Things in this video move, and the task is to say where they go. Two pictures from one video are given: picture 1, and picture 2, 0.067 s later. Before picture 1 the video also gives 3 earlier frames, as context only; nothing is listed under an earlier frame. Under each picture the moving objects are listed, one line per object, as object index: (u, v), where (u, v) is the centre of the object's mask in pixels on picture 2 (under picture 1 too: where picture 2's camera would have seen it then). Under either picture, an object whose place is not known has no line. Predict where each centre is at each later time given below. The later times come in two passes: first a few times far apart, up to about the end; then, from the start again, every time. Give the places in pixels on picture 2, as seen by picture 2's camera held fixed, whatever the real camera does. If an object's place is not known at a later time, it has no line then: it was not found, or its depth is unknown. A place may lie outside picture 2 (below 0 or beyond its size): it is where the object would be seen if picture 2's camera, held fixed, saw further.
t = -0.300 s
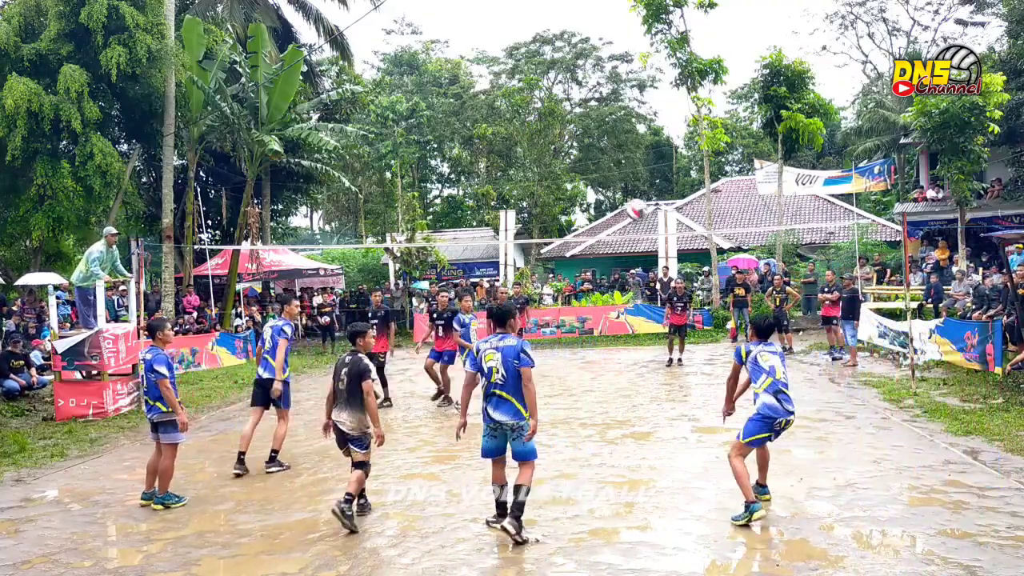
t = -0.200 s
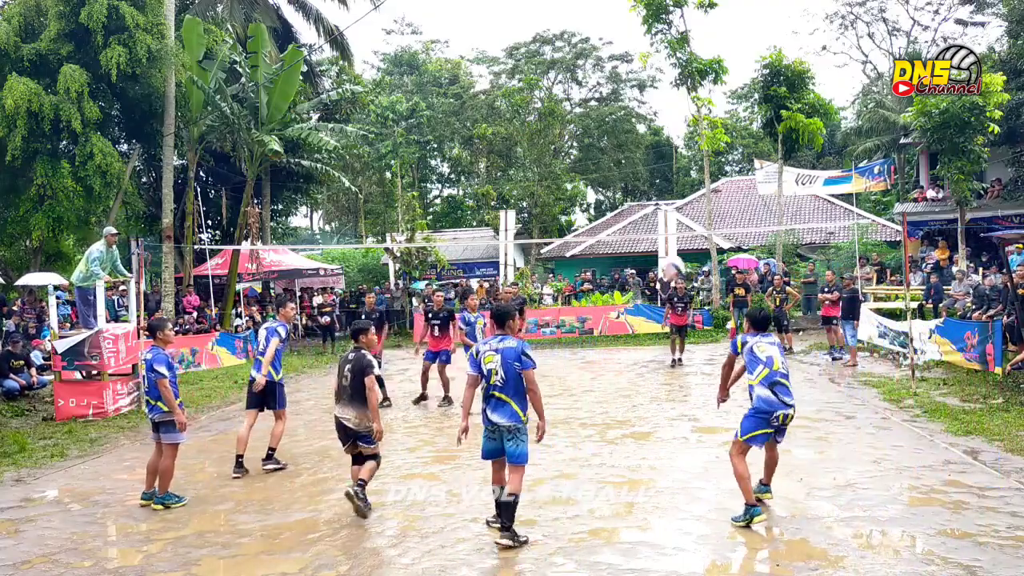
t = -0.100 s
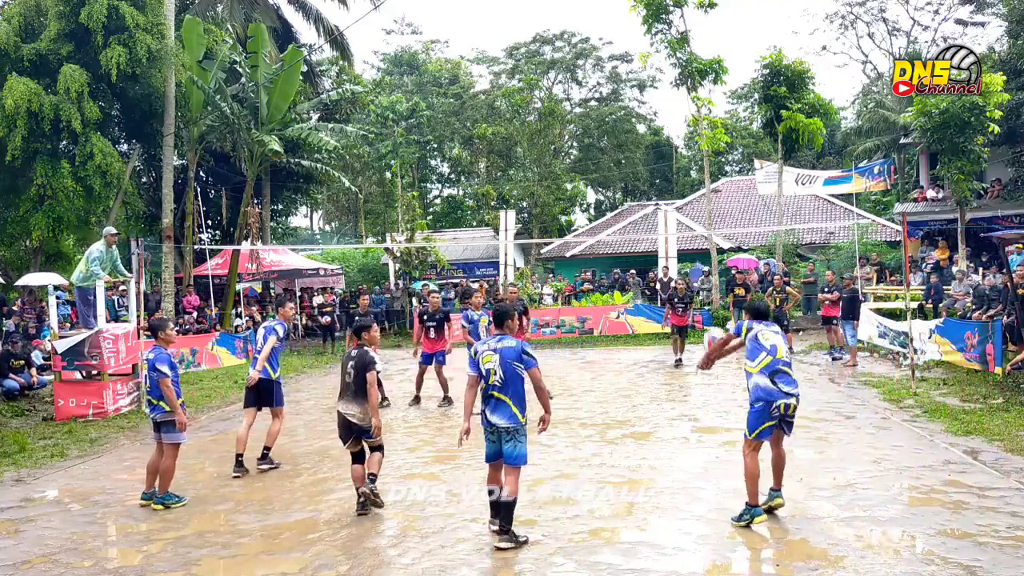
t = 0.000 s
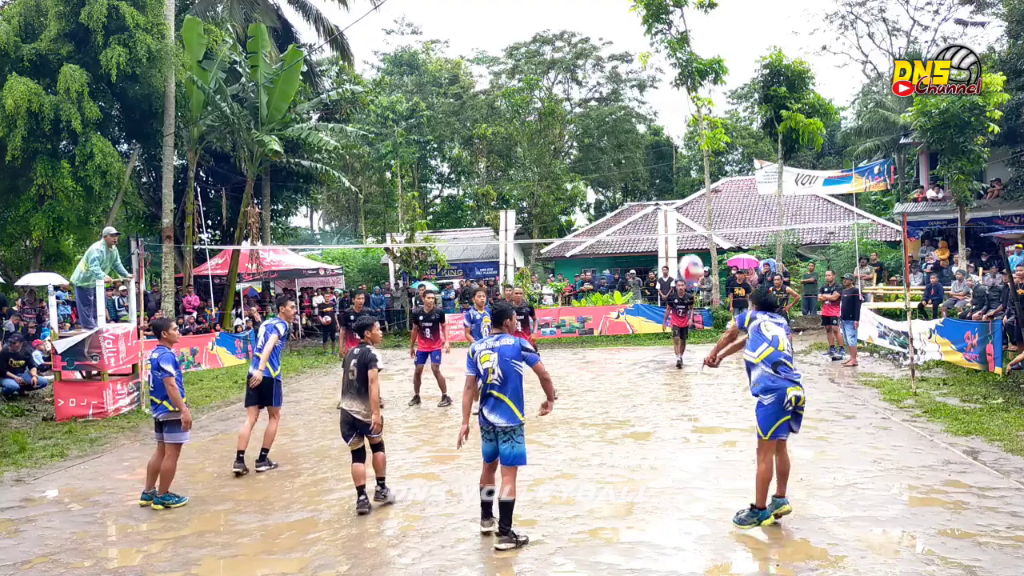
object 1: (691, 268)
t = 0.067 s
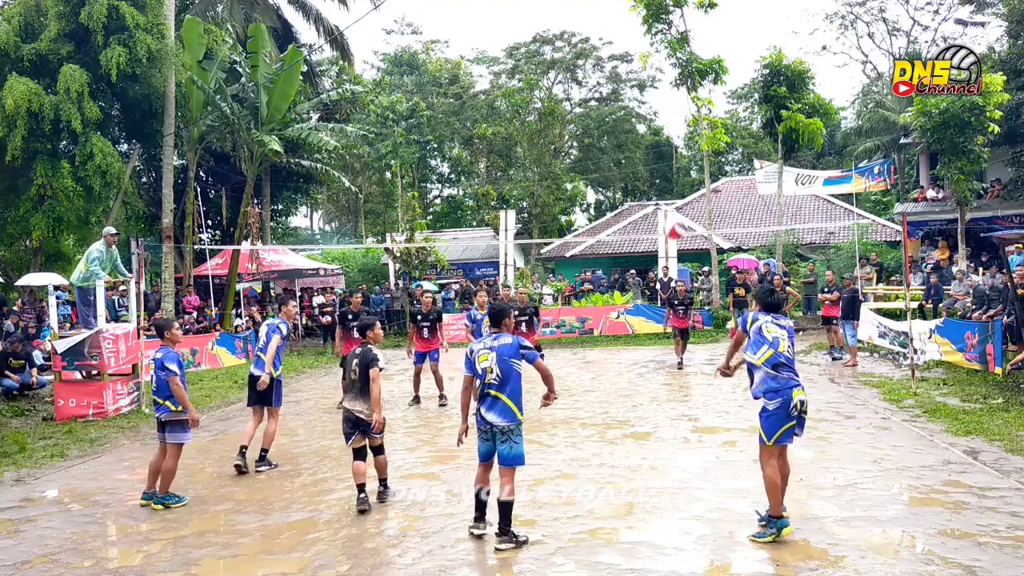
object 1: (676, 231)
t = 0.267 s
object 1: (633, 147)
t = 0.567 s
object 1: (582, 117)
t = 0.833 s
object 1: (546, 163)
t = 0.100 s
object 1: (667, 210)
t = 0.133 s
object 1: (661, 194)
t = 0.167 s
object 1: (654, 182)
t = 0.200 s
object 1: (647, 169)
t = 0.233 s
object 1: (640, 157)
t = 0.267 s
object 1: (633, 147)
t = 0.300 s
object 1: (627, 139)
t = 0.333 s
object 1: (621, 132)
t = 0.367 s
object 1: (615, 126)
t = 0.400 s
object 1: (609, 122)
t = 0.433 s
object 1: (603, 119)
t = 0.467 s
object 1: (598, 116)
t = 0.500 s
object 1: (592, 116)
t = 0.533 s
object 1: (587, 116)
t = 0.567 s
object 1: (582, 117)
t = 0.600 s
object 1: (577, 119)
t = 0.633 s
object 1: (573, 123)
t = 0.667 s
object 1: (568, 127)
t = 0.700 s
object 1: (564, 132)
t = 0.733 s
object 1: (559, 139)
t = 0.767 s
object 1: (555, 146)
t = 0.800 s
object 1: (550, 154)
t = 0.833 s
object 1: (546, 163)
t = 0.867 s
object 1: (542, 172)
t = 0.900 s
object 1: (538, 182)
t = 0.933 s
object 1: (534, 194)
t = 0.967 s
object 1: (531, 205)
